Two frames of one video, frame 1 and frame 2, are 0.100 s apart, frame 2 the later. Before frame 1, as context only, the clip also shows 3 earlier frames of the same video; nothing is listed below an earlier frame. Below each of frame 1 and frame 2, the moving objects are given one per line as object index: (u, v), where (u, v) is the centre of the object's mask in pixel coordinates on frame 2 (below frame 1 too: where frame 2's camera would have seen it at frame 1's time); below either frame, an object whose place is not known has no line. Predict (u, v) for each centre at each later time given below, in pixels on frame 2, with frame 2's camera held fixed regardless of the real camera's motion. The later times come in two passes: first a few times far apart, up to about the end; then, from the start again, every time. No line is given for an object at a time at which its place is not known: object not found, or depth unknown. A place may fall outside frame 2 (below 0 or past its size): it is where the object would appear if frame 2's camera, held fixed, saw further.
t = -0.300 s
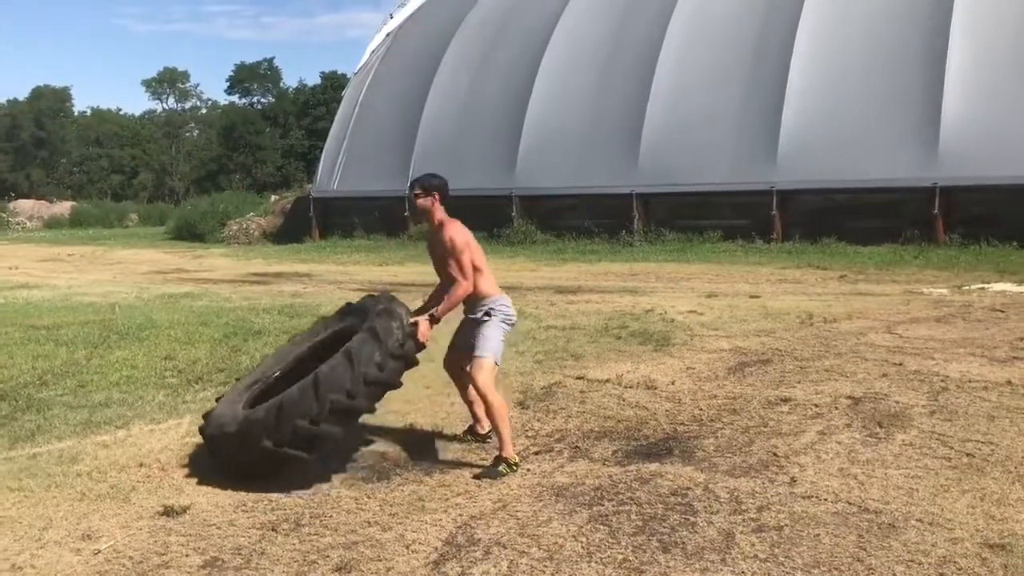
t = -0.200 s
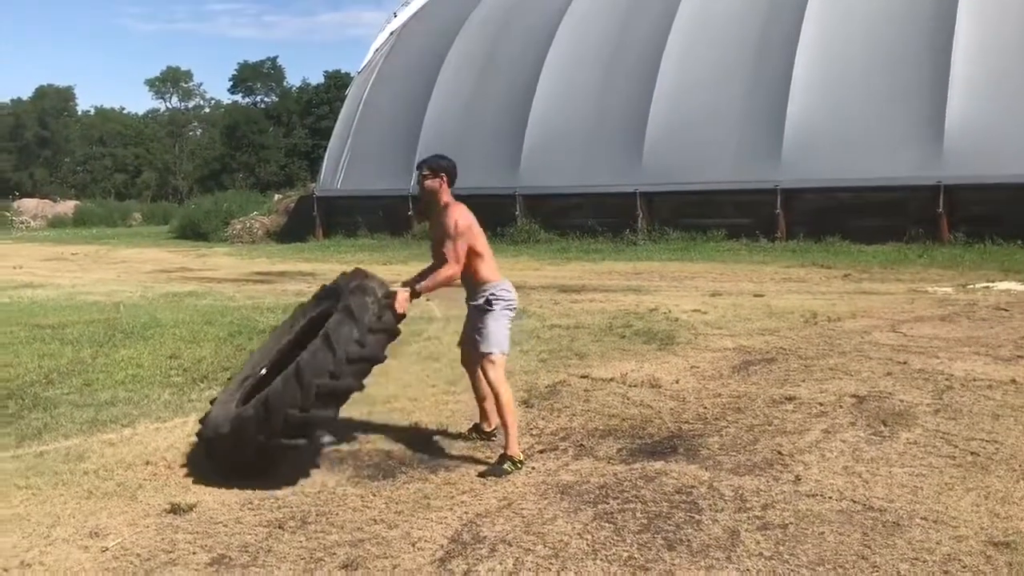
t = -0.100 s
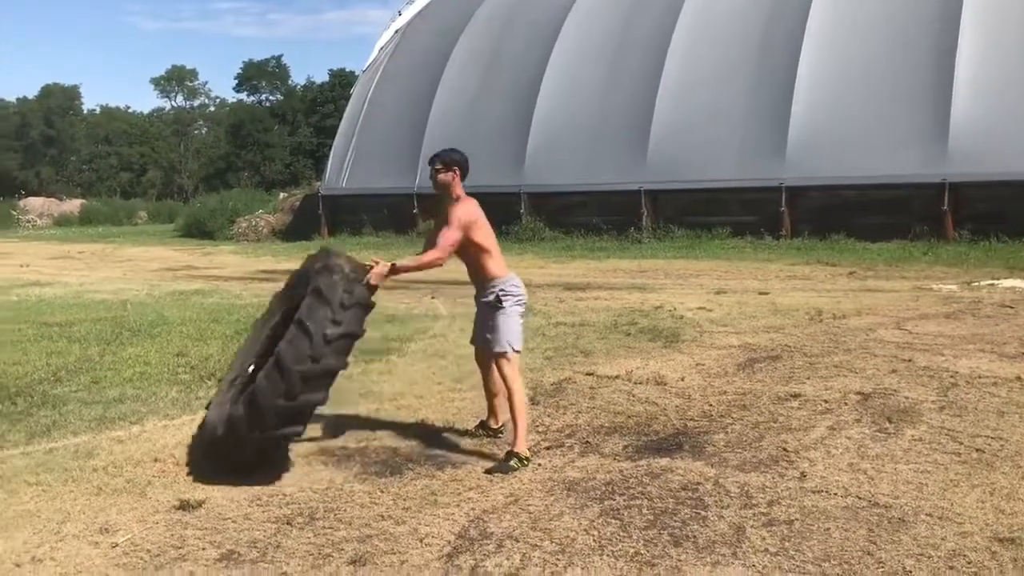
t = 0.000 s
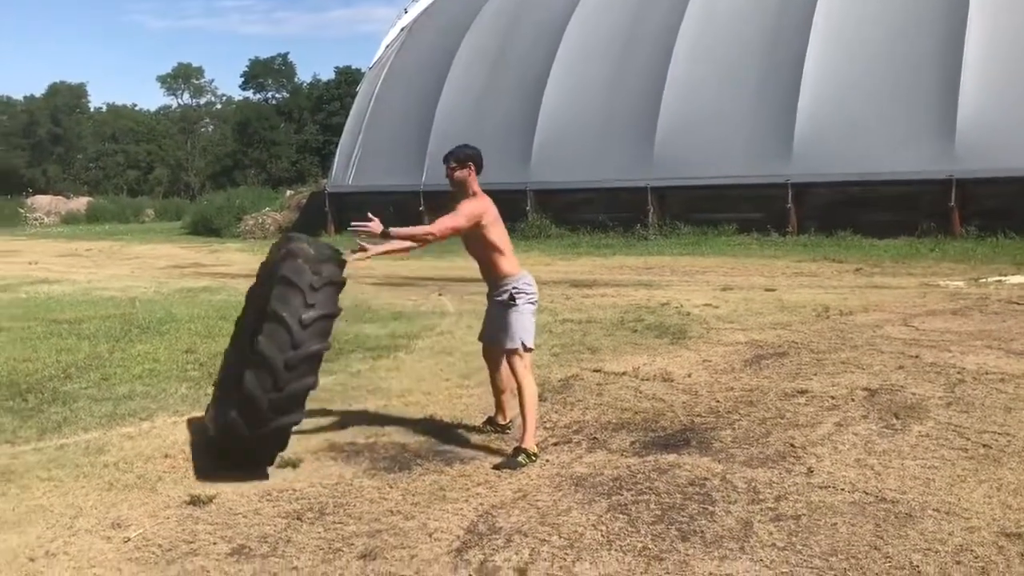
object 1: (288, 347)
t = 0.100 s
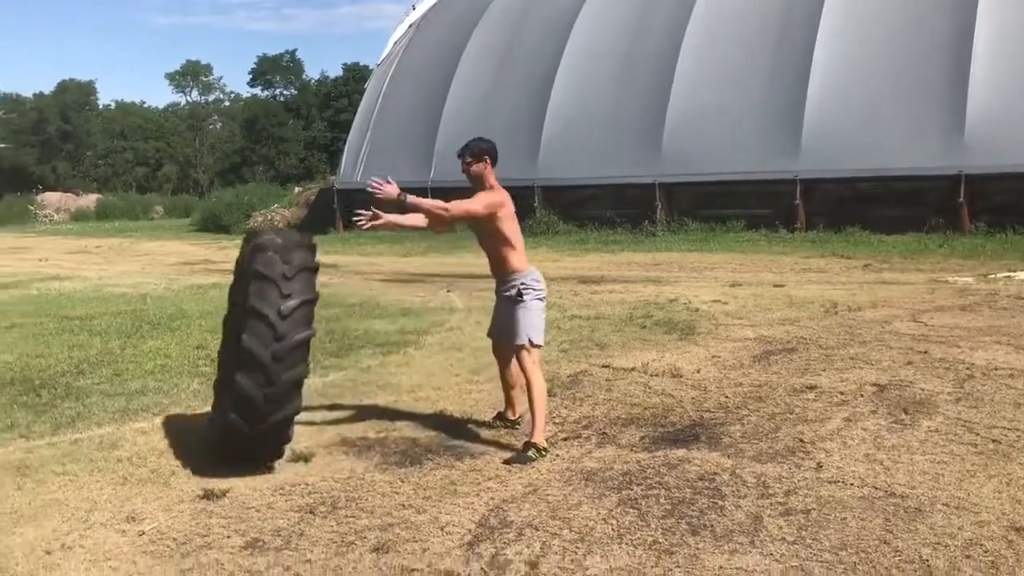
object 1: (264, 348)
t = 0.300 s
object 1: (221, 348)
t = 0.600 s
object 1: (146, 369)
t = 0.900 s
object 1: (67, 450)
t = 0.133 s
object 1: (257, 347)
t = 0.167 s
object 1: (250, 347)
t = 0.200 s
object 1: (243, 346)
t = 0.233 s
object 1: (236, 346)
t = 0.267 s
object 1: (229, 346)
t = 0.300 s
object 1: (221, 348)
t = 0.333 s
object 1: (214, 349)
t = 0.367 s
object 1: (206, 349)
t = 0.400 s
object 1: (198, 350)
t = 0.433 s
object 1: (189, 353)
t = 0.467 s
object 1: (180, 355)
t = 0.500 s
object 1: (172, 358)
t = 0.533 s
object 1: (163, 360)
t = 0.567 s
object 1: (155, 365)
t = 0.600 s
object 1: (146, 369)
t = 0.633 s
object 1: (136, 374)
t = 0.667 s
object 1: (127, 380)
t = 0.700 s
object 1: (116, 388)
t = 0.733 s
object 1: (106, 397)
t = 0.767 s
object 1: (97, 409)
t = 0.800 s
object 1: (88, 422)
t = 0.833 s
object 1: (75, 440)
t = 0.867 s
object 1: (71, 450)
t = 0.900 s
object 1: (67, 450)
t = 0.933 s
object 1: (64, 448)
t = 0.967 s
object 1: (62, 447)
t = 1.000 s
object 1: (61, 447)
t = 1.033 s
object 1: (61, 447)
